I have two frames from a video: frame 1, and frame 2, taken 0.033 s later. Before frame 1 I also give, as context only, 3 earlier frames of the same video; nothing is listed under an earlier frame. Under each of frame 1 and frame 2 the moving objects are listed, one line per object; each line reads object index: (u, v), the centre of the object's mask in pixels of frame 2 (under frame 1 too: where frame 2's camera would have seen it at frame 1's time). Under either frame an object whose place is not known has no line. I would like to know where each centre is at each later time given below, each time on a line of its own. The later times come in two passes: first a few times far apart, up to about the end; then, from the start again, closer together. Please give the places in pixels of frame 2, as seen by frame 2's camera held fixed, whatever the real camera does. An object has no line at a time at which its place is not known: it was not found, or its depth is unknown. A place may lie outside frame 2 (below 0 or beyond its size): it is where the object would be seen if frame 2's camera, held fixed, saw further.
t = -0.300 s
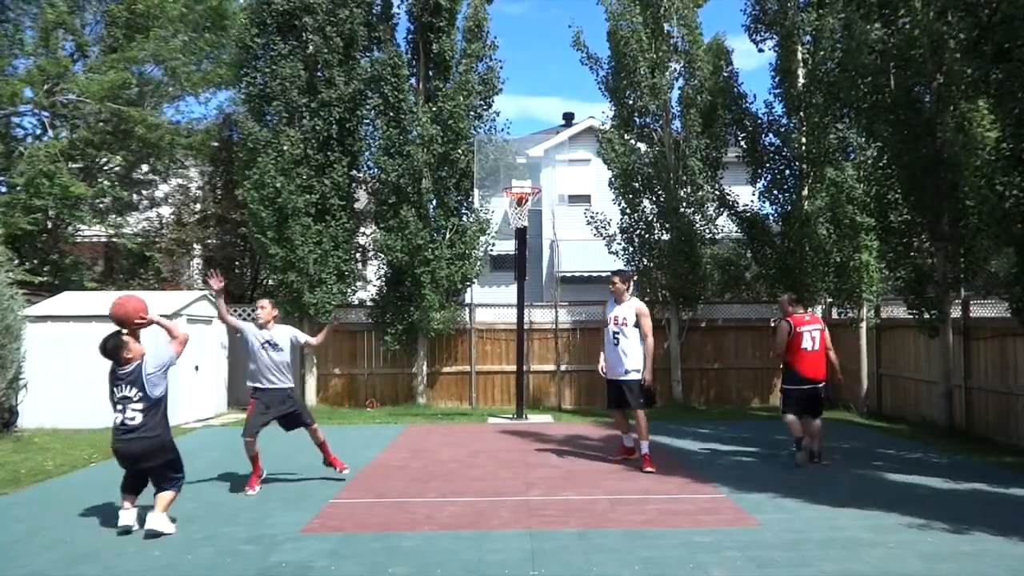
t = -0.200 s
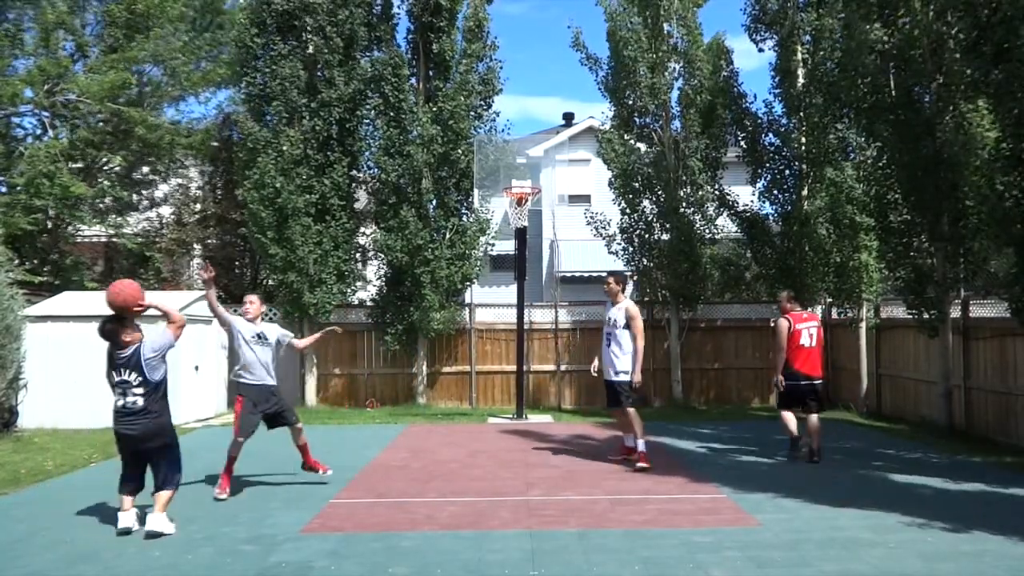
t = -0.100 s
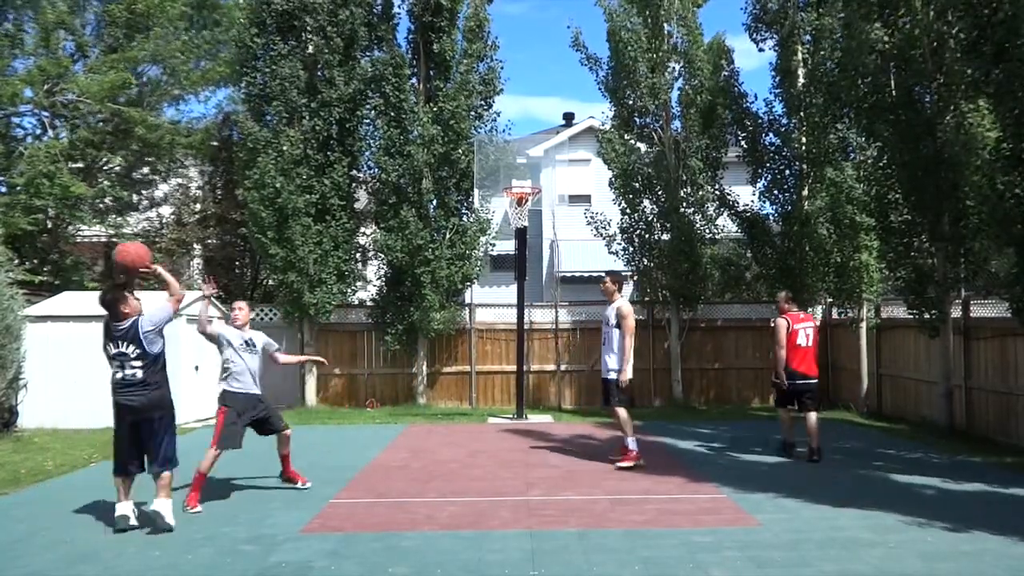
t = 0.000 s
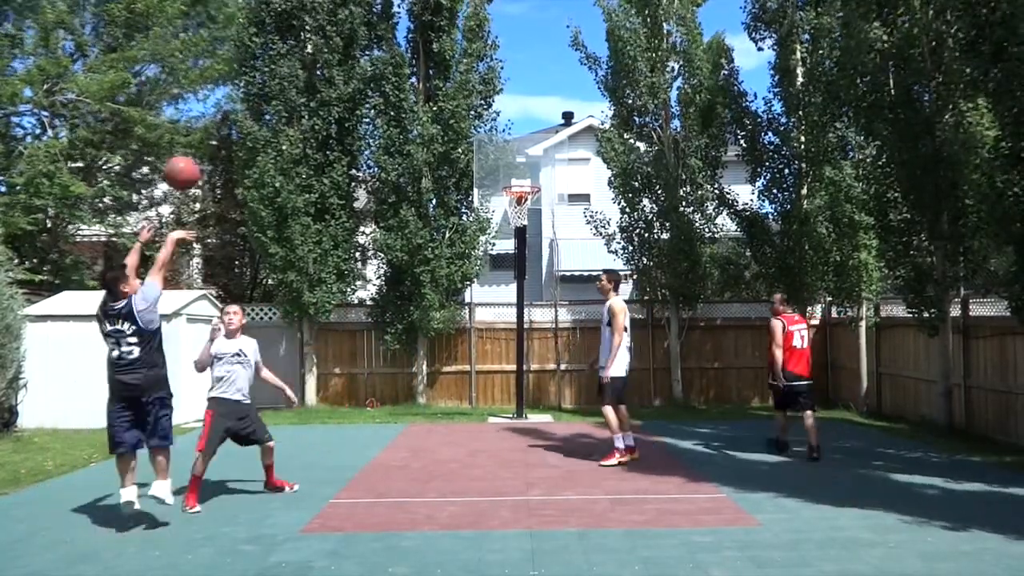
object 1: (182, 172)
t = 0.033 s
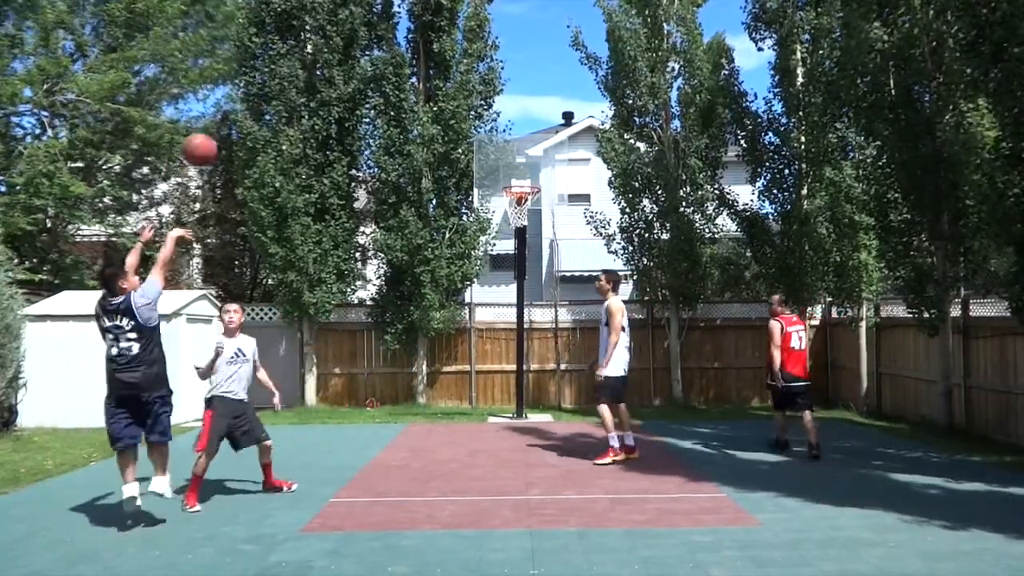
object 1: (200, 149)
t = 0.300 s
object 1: (315, 38)
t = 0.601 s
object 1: (407, 29)
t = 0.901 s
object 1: (476, 98)
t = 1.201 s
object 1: (529, 207)
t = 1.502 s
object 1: (538, 244)
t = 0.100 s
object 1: (232, 108)
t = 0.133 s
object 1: (246, 91)
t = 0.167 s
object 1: (262, 77)
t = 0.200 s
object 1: (276, 64)
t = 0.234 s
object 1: (290, 54)
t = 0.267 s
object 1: (302, 45)
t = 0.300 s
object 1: (315, 38)
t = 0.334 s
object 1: (327, 30)
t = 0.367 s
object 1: (338, 27)
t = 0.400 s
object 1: (349, 24)
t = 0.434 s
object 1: (358, 23)
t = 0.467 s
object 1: (370, 21)
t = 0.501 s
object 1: (380, 21)
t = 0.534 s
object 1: (388, 23)
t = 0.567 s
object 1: (397, 27)
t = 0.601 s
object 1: (407, 29)
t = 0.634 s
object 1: (417, 32)
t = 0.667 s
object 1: (424, 39)
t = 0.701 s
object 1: (432, 44)
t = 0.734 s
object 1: (440, 53)
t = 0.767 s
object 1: (447, 61)
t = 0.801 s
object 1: (455, 69)
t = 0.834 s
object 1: (463, 79)
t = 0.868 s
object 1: (469, 88)
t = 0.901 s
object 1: (476, 98)
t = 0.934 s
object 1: (482, 110)
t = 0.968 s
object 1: (489, 122)
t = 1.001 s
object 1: (495, 135)
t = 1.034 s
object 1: (501, 148)
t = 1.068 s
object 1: (507, 162)
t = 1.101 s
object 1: (513, 175)
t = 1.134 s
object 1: (519, 188)
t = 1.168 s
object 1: (522, 199)
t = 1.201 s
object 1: (529, 207)
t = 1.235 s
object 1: (529, 210)
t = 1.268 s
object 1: (531, 211)
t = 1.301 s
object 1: (533, 213)
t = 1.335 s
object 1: (533, 216)
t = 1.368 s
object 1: (533, 220)
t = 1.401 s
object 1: (535, 225)
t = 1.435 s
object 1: (535, 230)
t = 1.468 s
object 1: (537, 236)
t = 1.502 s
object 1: (538, 244)
